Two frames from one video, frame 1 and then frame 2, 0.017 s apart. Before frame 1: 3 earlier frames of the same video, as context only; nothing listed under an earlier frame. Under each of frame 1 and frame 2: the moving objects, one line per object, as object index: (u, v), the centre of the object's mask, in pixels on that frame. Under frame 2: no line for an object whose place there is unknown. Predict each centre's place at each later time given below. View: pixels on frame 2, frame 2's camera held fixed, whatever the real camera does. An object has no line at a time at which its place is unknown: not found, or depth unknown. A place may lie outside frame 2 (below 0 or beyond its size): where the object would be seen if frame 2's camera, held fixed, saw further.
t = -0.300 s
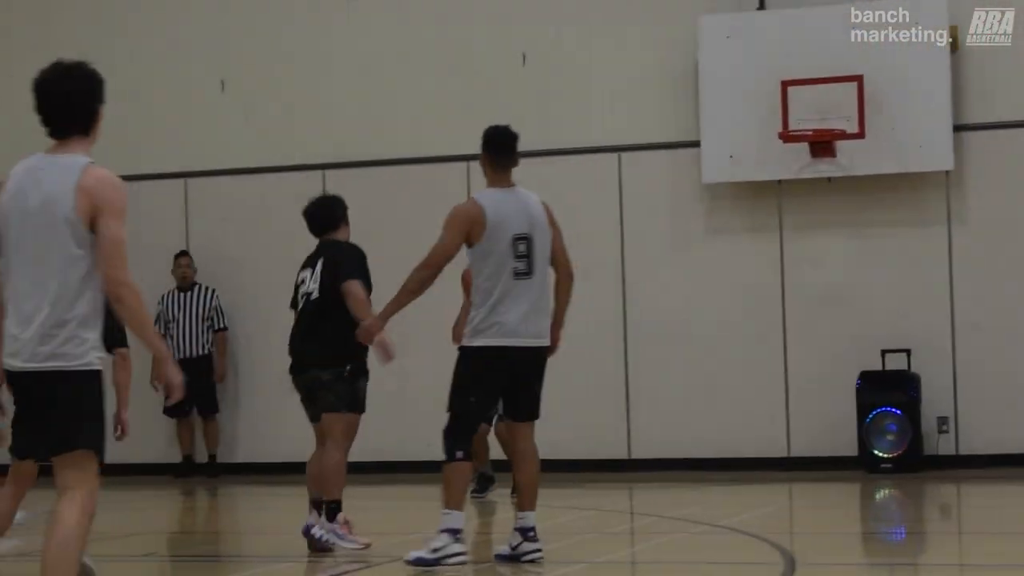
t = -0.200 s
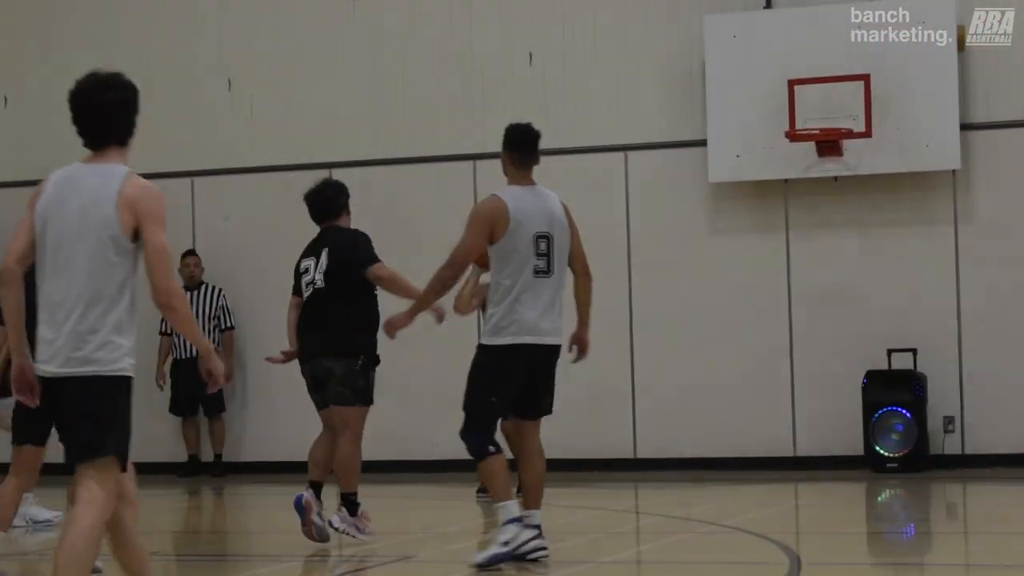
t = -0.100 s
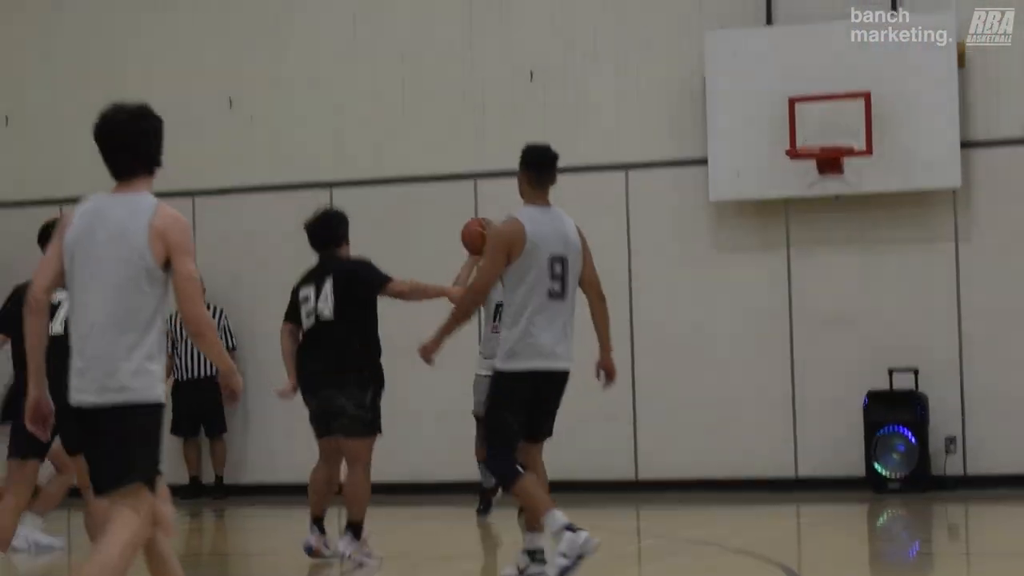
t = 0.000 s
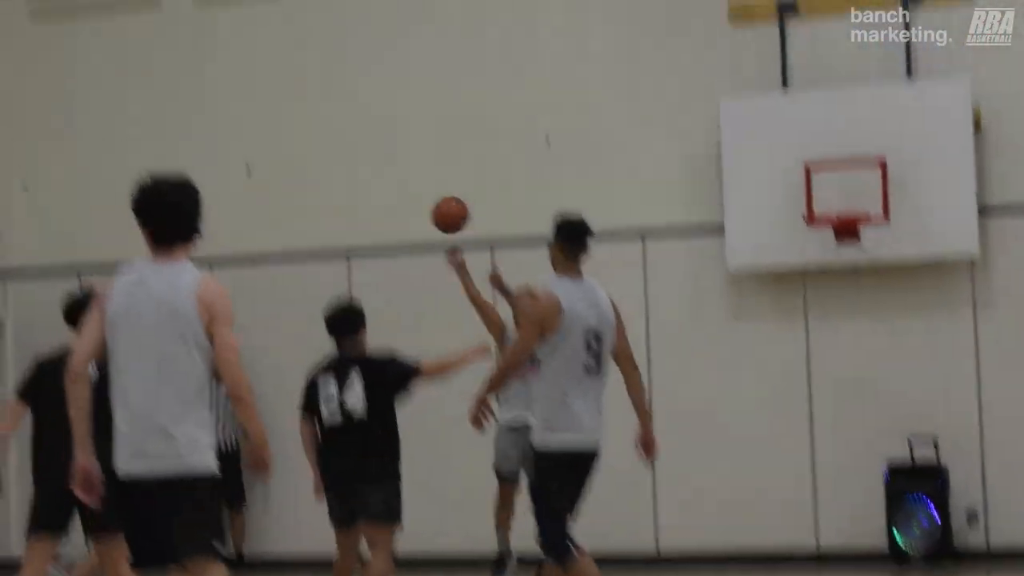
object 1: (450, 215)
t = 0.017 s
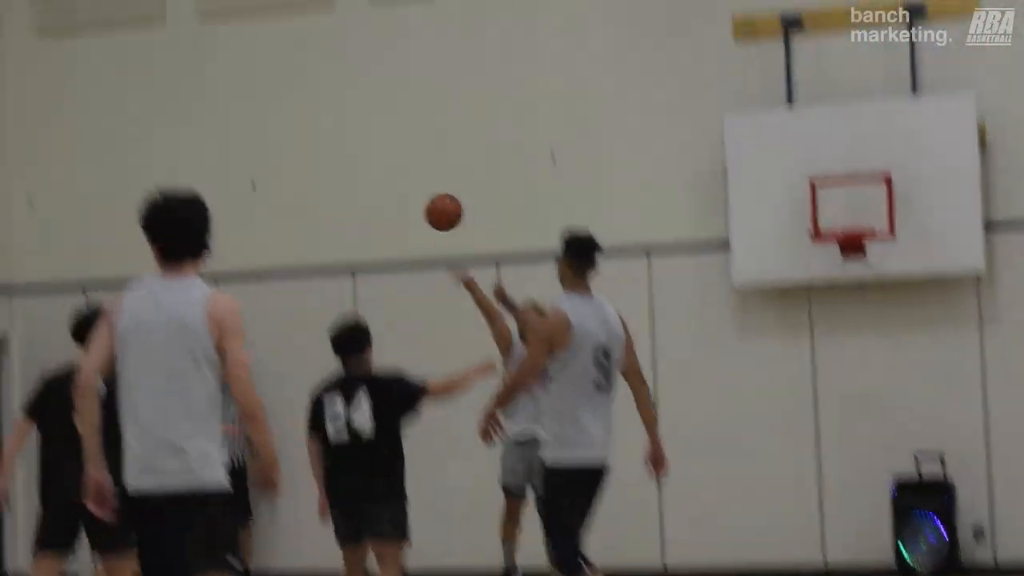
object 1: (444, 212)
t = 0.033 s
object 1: (432, 194)
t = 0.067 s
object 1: (407, 158)
